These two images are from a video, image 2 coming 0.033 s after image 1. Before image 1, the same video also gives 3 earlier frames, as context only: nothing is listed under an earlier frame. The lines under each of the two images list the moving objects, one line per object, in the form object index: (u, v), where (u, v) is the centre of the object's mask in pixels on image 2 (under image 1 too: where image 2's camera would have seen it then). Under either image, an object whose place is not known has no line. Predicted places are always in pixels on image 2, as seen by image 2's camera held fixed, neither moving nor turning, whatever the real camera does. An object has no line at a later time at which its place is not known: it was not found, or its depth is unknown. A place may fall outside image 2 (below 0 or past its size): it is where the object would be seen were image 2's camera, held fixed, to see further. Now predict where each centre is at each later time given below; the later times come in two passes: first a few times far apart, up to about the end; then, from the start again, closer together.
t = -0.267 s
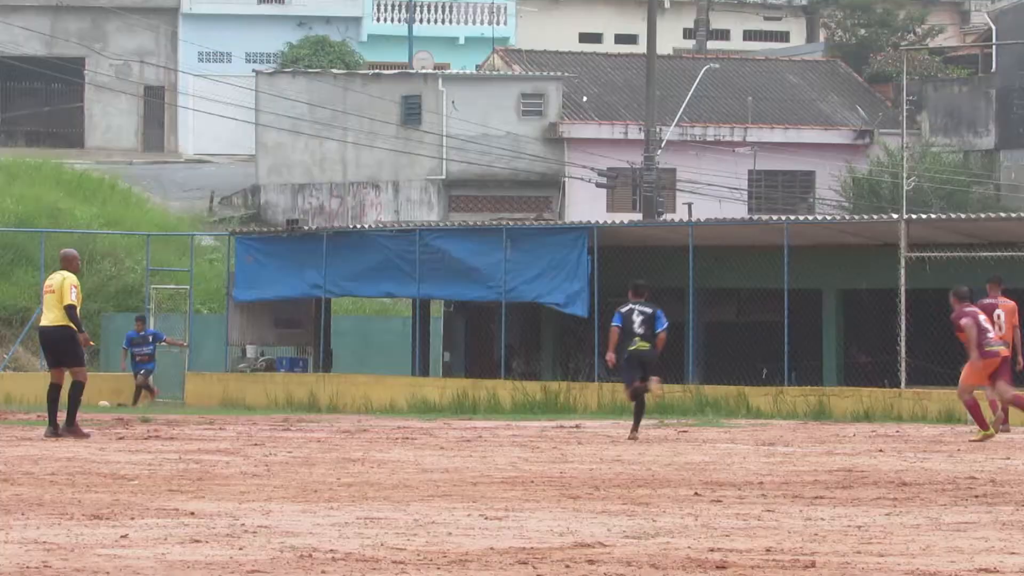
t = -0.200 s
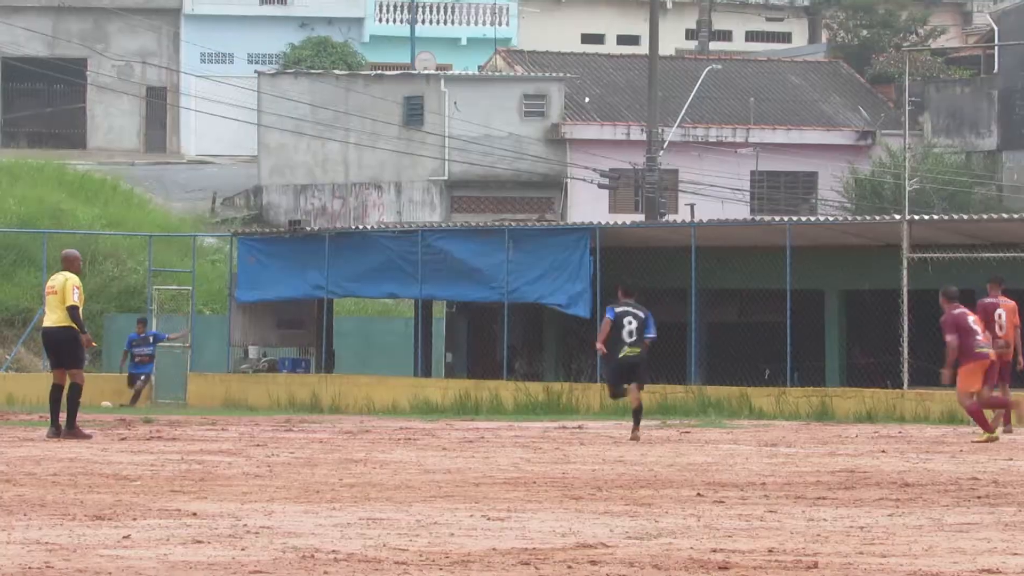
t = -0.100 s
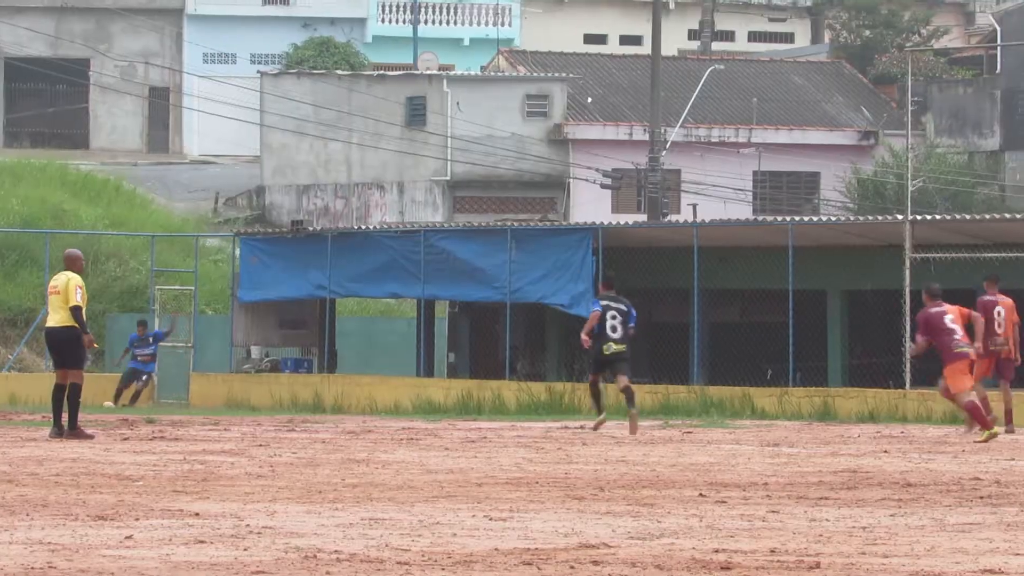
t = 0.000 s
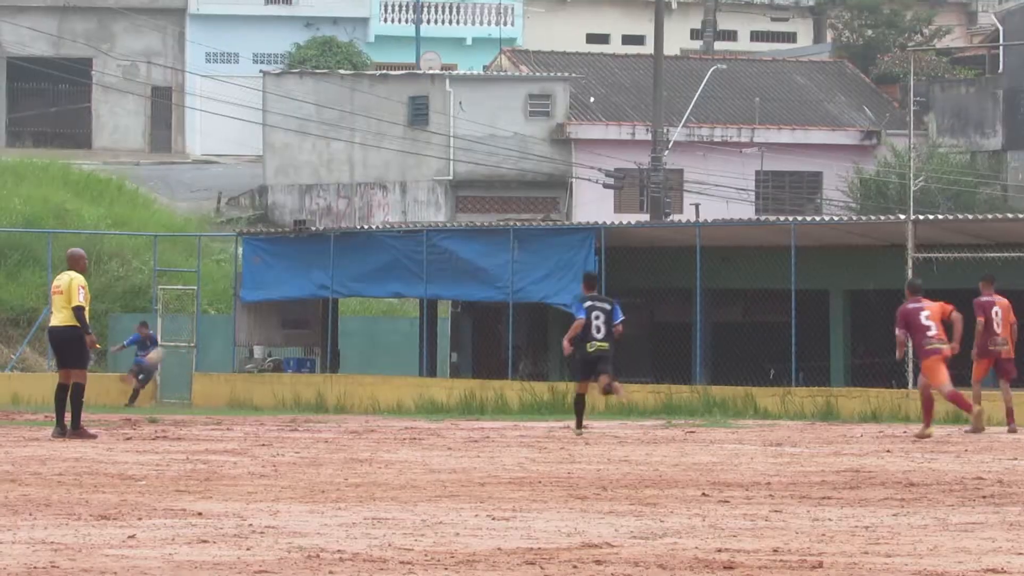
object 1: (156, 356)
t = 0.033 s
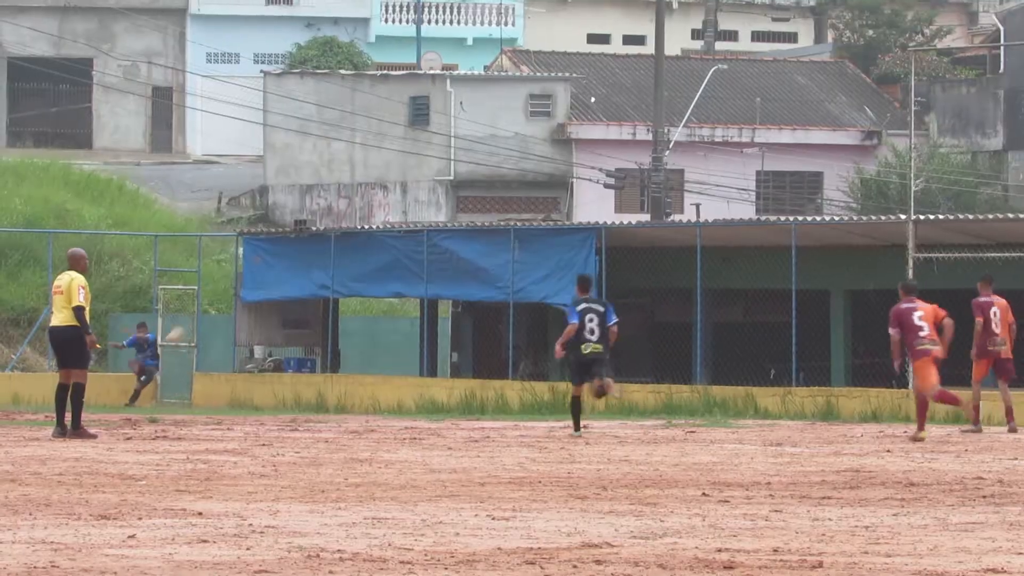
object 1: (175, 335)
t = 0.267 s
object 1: (330, 214)
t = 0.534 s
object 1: (545, 117)
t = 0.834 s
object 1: (837, 69)
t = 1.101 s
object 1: (1155, 82)
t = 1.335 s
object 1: (1518, 158)
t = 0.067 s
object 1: (195, 317)
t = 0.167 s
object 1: (260, 262)
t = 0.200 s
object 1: (283, 246)
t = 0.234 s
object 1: (305, 231)
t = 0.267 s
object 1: (330, 214)
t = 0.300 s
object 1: (356, 200)
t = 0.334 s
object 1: (382, 185)
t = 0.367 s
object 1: (407, 173)
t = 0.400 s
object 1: (433, 161)
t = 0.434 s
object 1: (462, 148)
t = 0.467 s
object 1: (490, 138)
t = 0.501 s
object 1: (518, 128)
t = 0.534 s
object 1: (545, 117)
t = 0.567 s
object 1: (575, 109)
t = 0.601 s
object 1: (606, 101)
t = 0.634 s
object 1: (637, 94)
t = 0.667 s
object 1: (669, 89)
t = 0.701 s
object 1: (701, 83)
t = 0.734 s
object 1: (735, 79)
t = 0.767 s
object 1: (769, 75)
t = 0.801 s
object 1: (802, 72)
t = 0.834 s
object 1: (837, 69)
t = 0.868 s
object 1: (875, 67)
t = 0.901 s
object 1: (912, 66)
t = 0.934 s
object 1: (949, 67)
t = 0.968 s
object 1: (987, 68)
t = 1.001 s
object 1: (1028, 70)
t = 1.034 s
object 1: (1068, 73)
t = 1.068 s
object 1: (1111, 77)
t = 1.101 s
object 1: (1155, 82)
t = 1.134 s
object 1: (1200, 89)
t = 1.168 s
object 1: (1249, 97)
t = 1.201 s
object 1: (1298, 106)
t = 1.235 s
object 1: (1350, 118)
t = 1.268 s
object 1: (1403, 130)
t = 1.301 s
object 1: (1460, 144)
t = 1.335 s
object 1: (1518, 158)
